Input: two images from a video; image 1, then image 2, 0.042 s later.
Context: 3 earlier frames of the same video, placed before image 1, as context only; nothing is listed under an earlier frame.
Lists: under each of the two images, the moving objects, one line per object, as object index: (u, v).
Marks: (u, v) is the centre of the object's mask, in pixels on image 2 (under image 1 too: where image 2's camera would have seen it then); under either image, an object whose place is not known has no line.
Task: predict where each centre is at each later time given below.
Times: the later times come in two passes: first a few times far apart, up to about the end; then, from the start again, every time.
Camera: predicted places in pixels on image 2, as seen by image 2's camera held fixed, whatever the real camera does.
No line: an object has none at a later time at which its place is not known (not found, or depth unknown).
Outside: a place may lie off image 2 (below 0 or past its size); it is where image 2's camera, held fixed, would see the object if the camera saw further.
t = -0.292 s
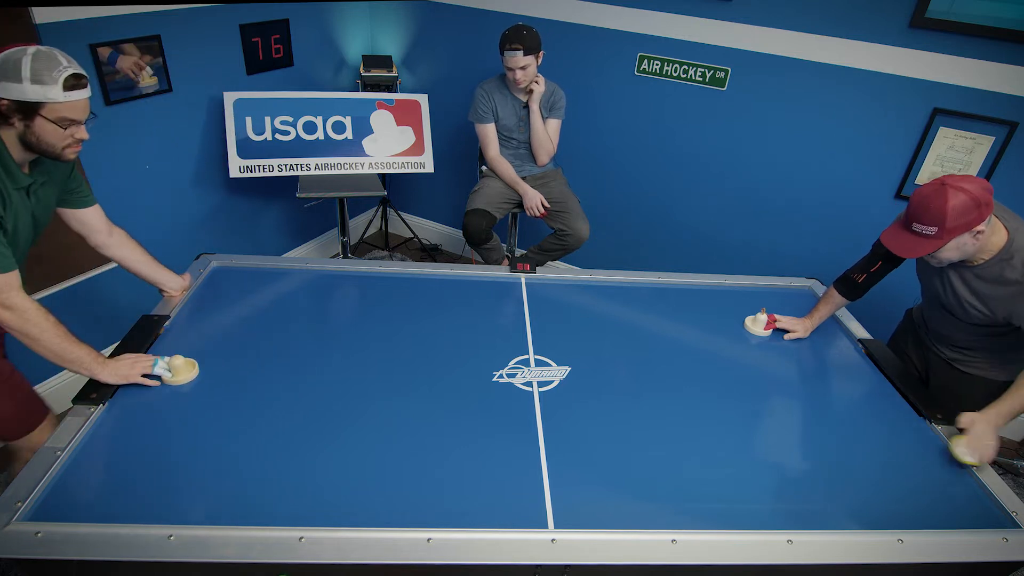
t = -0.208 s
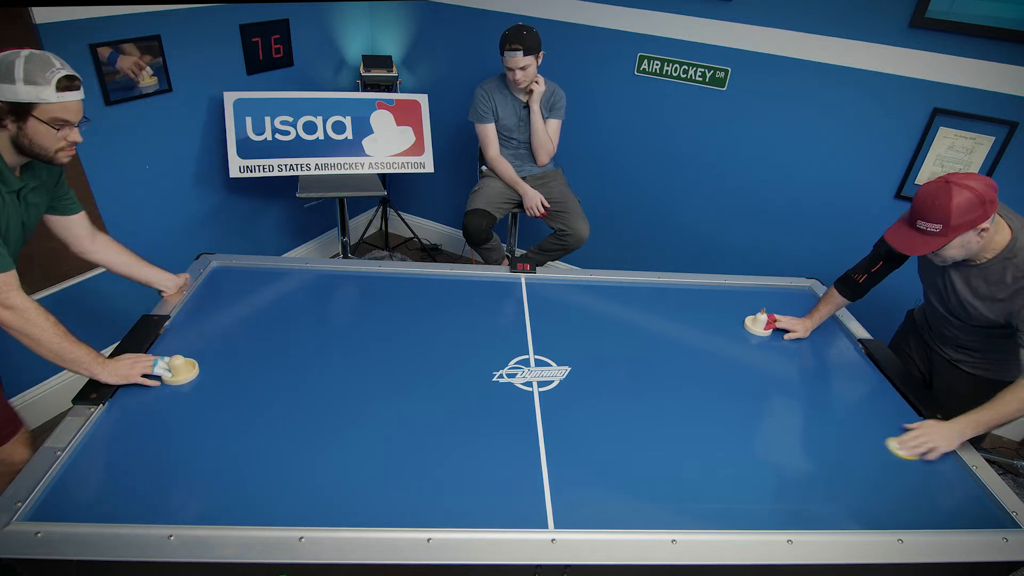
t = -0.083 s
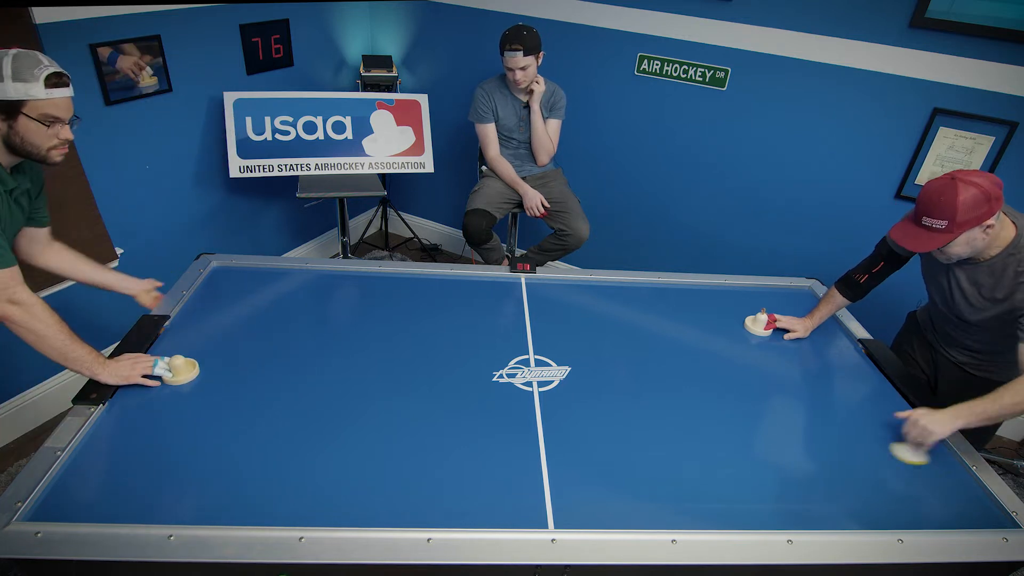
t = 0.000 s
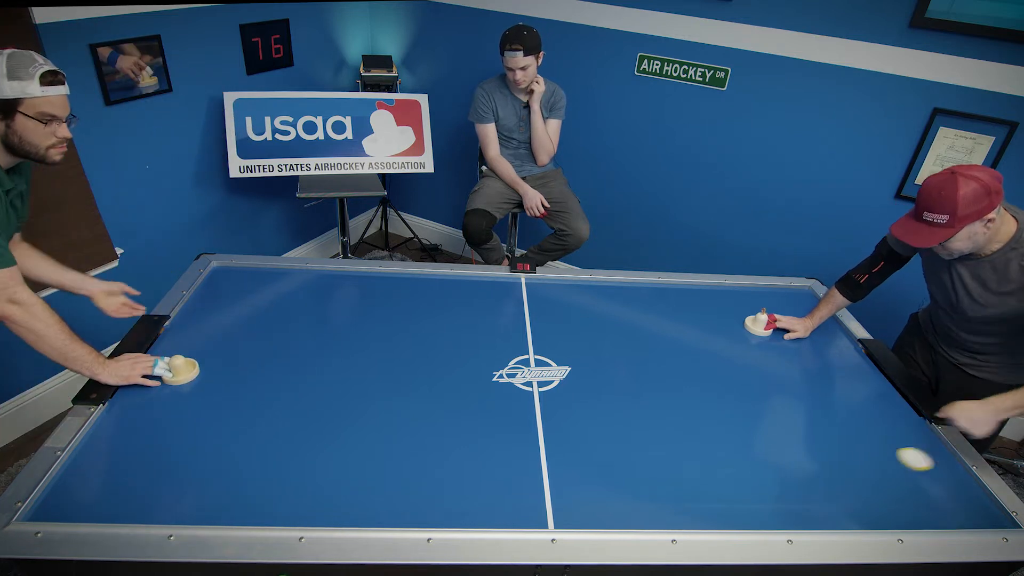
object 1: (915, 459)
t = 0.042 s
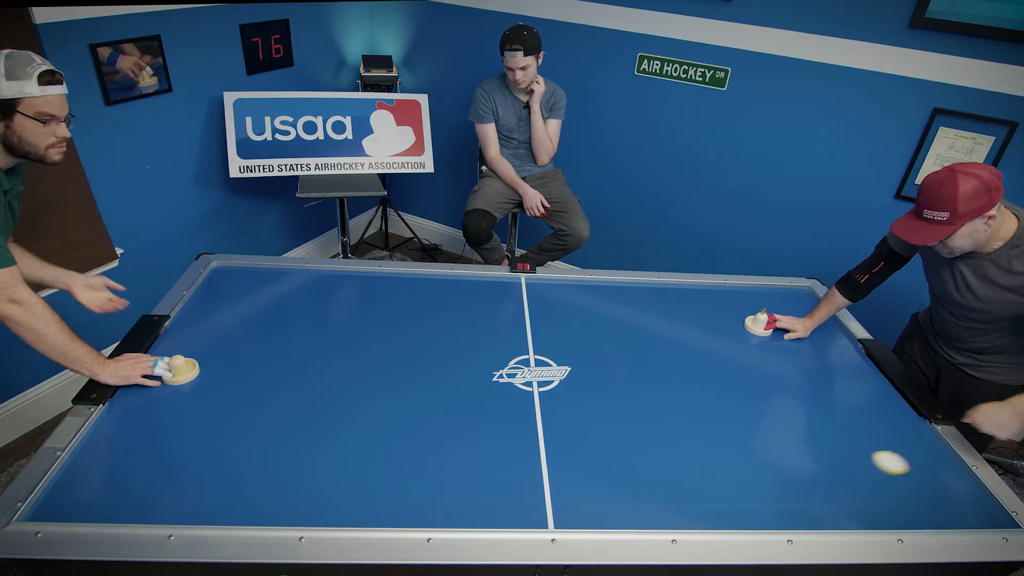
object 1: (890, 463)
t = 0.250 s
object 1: (760, 481)
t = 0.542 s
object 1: (572, 501)
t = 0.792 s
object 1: (427, 514)
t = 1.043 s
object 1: (315, 508)
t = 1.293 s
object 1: (236, 498)
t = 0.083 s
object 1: (865, 466)
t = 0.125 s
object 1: (839, 470)
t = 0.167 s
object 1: (814, 473)
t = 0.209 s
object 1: (787, 477)
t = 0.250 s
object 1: (760, 481)
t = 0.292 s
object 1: (734, 484)
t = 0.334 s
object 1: (707, 487)
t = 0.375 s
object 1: (679, 490)
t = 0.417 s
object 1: (652, 493)
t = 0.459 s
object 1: (625, 496)
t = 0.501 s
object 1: (598, 499)
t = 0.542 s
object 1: (572, 501)
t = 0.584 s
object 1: (546, 504)
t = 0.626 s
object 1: (520, 506)
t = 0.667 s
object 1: (495, 509)
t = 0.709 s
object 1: (472, 511)
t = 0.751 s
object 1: (448, 513)
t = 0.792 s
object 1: (427, 514)
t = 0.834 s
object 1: (405, 515)
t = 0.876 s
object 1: (385, 514)
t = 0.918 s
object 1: (366, 513)
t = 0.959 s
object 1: (349, 511)
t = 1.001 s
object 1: (332, 510)
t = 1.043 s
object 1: (315, 508)
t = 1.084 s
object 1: (300, 506)
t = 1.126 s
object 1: (285, 504)
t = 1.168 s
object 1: (272, 503)
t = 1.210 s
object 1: (259, 501)
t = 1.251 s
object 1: (247, 499)
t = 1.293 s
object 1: (236, 498)
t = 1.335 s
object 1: (226, 496)
